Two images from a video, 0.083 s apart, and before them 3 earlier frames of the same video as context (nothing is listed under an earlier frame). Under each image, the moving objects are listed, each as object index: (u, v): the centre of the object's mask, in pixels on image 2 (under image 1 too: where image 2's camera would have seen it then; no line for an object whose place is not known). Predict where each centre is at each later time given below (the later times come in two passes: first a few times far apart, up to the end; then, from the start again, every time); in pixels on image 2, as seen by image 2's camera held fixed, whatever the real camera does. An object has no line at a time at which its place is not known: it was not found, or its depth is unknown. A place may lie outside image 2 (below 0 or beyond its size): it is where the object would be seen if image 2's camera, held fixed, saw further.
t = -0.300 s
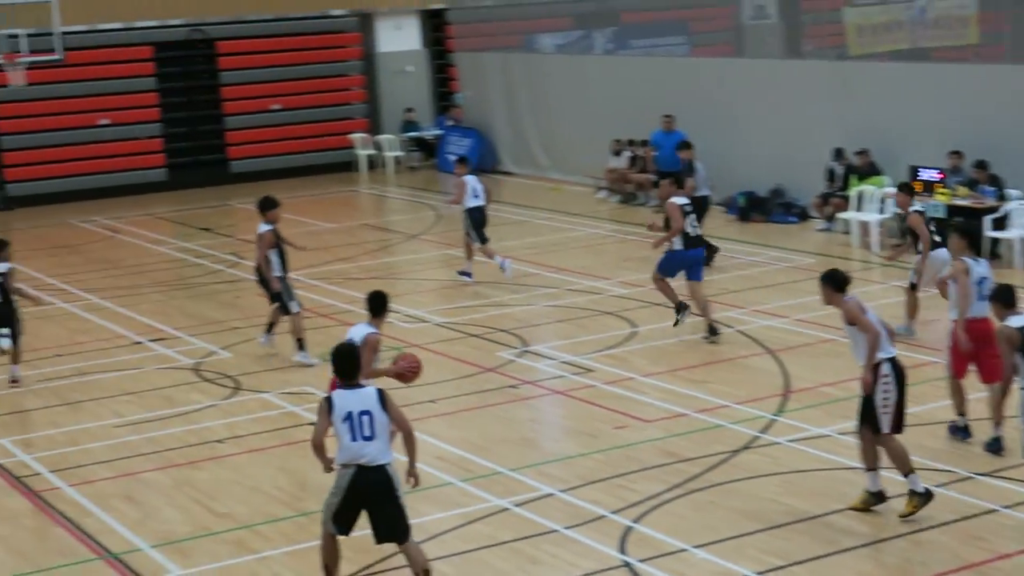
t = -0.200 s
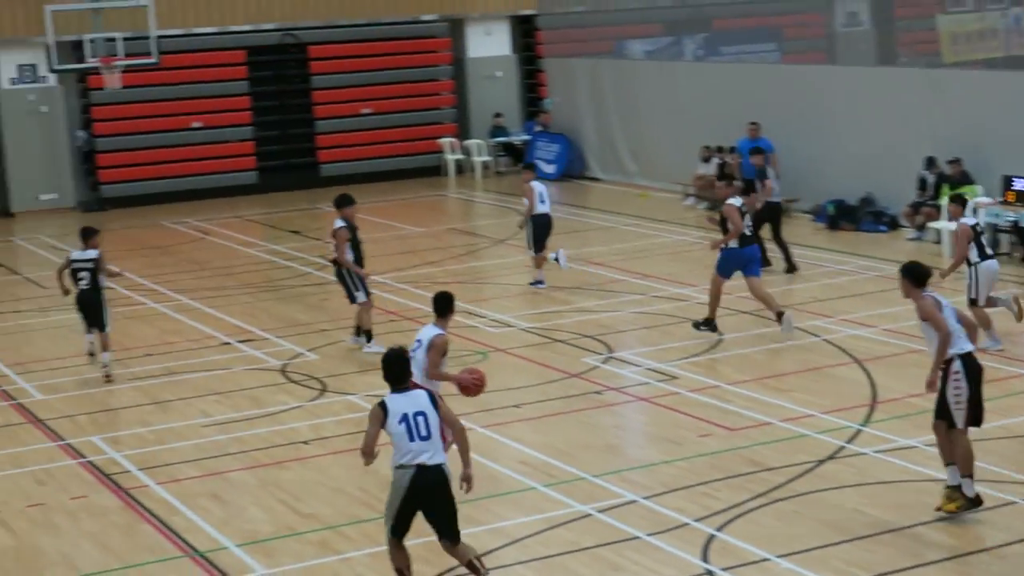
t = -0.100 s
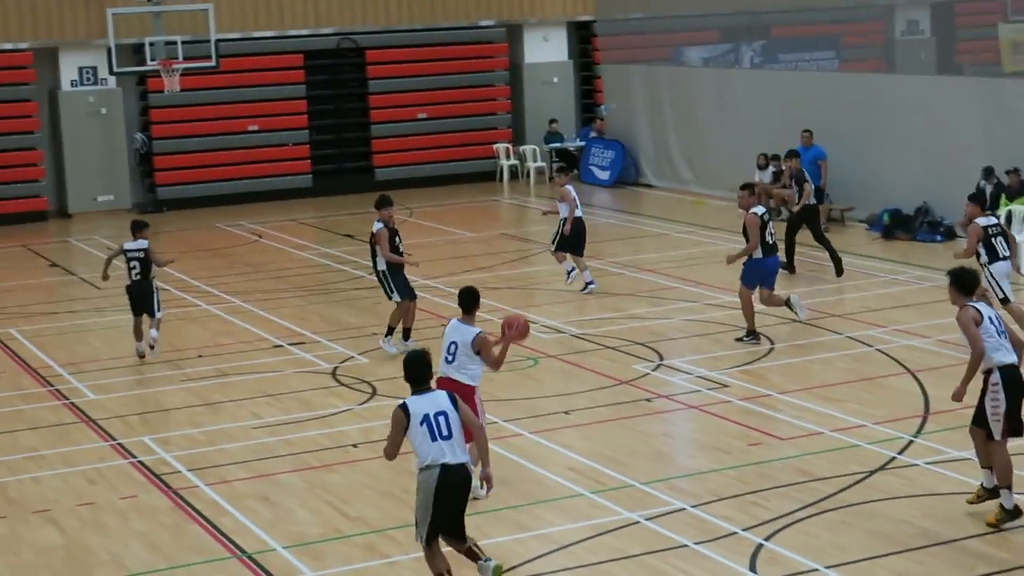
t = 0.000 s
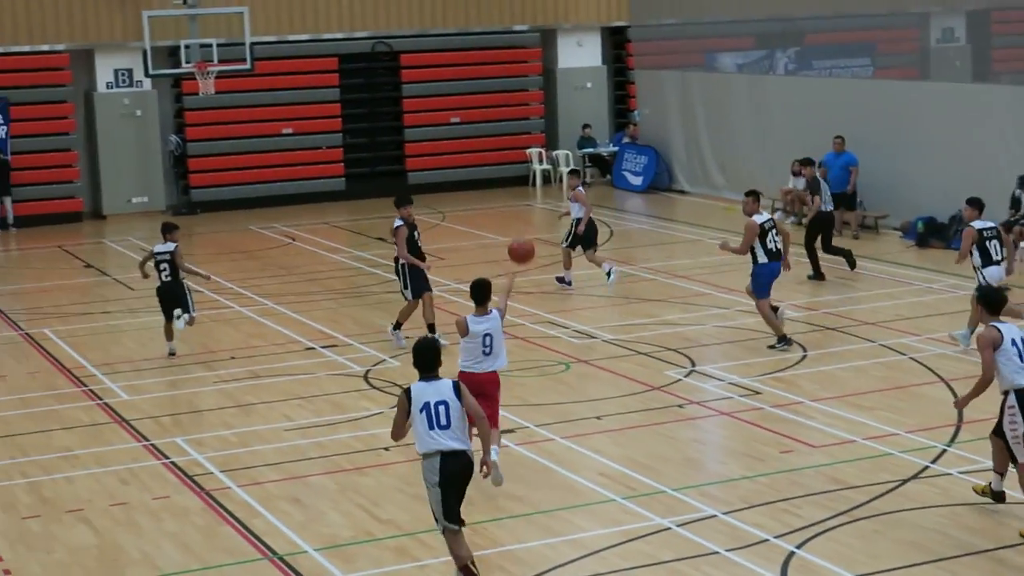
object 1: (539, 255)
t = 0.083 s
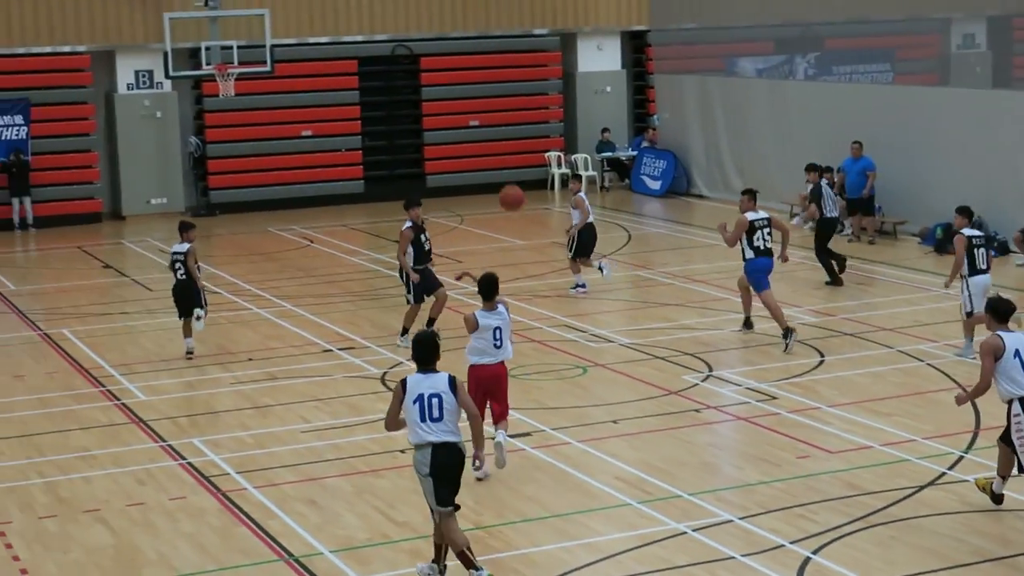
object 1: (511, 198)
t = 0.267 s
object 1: (470, 114)
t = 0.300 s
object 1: (465, 105)
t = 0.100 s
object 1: (507, 188)
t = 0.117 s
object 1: (504, 180)
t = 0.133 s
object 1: (499, 171)
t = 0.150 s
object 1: (496, 162)
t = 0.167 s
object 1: (491, 154)
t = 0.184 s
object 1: (487, 146)
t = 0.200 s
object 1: (482, 139)
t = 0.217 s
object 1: (478, 132)
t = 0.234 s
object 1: (476, 126)
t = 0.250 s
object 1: (473, 120)
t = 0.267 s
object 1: (470, 114)
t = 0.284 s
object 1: (468, 110)
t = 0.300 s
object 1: (465, 105)
